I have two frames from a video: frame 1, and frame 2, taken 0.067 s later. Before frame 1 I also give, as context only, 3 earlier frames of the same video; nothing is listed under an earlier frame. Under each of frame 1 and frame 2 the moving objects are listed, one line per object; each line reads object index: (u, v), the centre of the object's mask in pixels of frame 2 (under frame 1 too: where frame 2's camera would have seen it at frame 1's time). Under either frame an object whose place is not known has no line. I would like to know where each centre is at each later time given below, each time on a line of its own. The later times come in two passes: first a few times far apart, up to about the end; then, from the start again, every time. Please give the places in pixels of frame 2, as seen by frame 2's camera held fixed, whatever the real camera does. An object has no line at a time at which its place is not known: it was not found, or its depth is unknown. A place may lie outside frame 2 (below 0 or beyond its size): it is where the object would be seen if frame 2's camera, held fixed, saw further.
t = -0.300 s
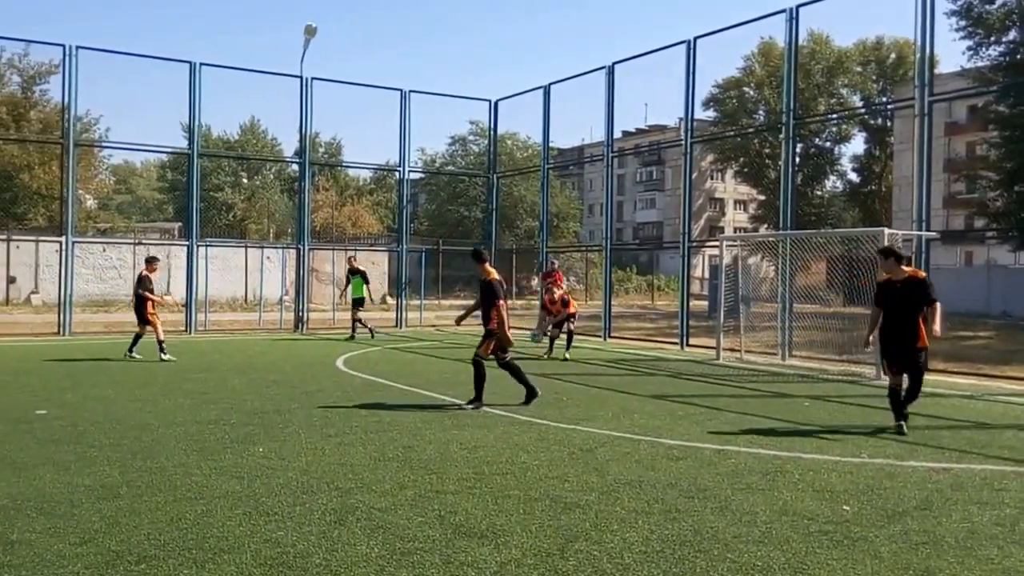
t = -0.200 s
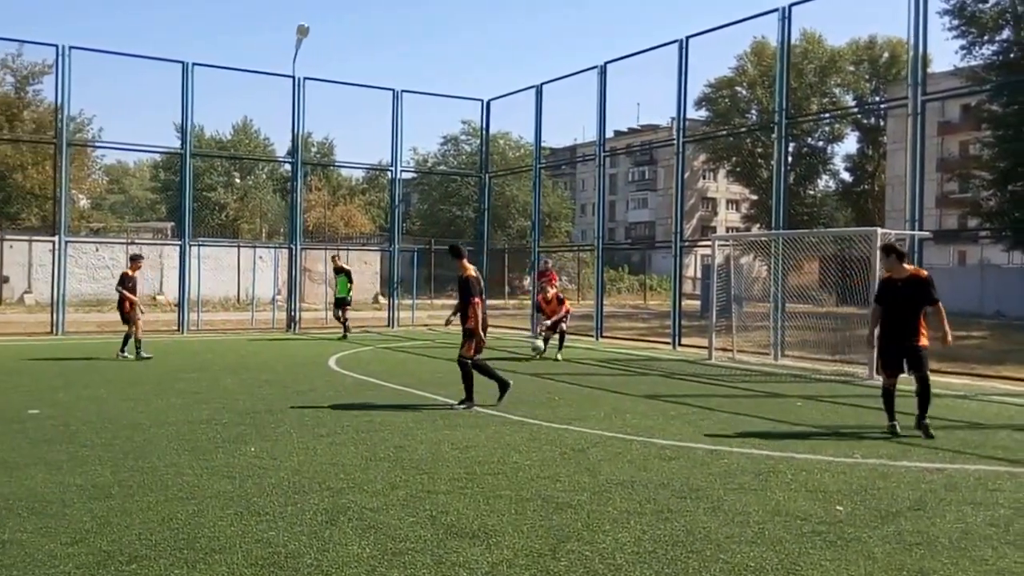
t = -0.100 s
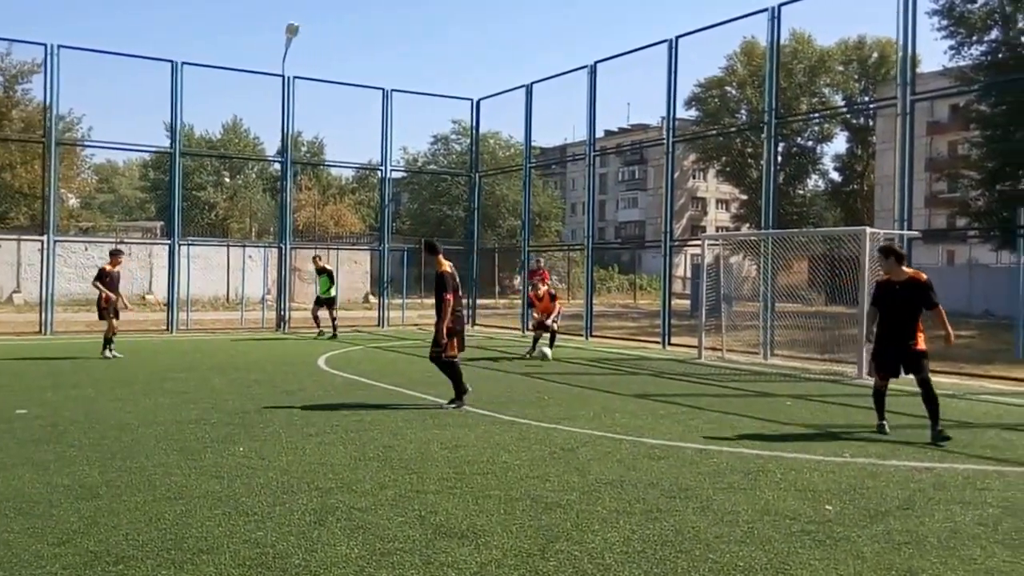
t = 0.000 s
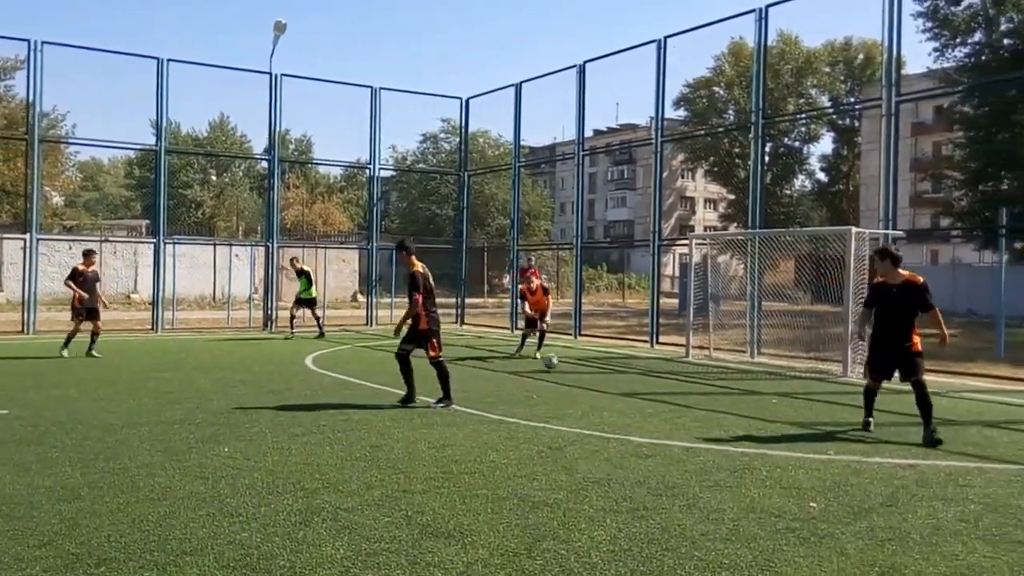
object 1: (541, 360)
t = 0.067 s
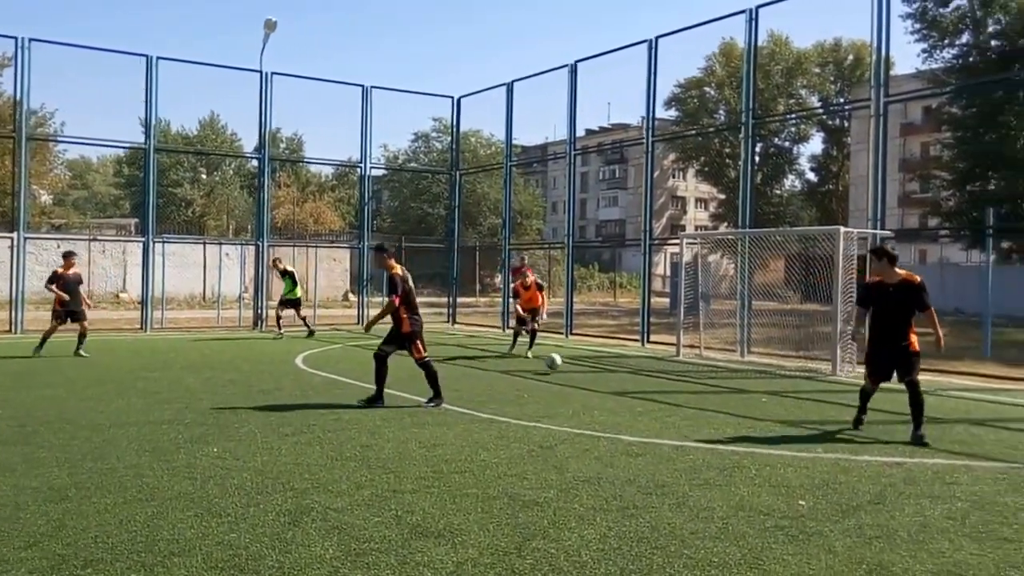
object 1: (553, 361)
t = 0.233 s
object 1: (583, 374)
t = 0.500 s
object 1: (634, 389)
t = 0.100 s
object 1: (559, 364)
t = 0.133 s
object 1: (565, 366)
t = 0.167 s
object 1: (571, 370)
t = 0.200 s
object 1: (578, 374)
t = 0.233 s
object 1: (583, 374)
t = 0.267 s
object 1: (589, 373)
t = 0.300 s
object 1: (595, 373)
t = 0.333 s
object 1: (601, 374)
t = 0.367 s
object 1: (607, 377)
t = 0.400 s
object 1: (614, 379)
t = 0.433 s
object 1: (620, 384)
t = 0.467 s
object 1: (627, 390)
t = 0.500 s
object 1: (634, 389)
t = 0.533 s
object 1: (641, 389)
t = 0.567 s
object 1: (649, 389)
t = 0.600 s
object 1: (657, 392)
